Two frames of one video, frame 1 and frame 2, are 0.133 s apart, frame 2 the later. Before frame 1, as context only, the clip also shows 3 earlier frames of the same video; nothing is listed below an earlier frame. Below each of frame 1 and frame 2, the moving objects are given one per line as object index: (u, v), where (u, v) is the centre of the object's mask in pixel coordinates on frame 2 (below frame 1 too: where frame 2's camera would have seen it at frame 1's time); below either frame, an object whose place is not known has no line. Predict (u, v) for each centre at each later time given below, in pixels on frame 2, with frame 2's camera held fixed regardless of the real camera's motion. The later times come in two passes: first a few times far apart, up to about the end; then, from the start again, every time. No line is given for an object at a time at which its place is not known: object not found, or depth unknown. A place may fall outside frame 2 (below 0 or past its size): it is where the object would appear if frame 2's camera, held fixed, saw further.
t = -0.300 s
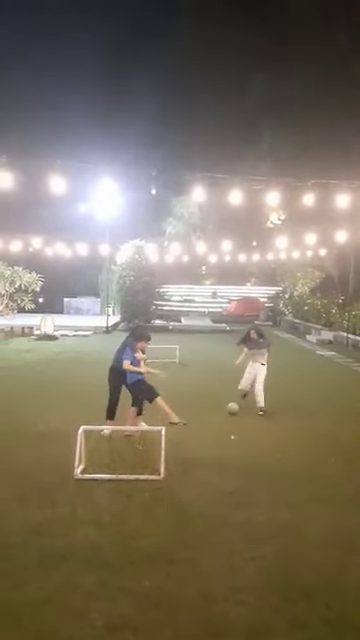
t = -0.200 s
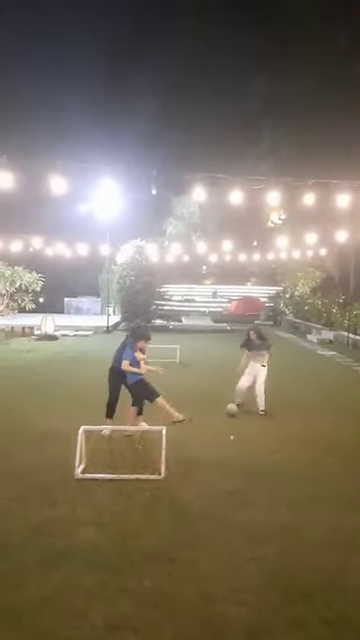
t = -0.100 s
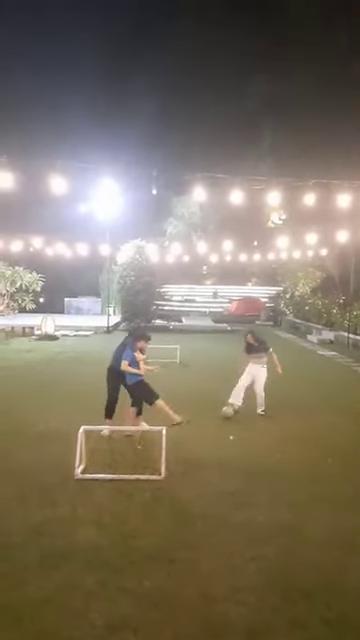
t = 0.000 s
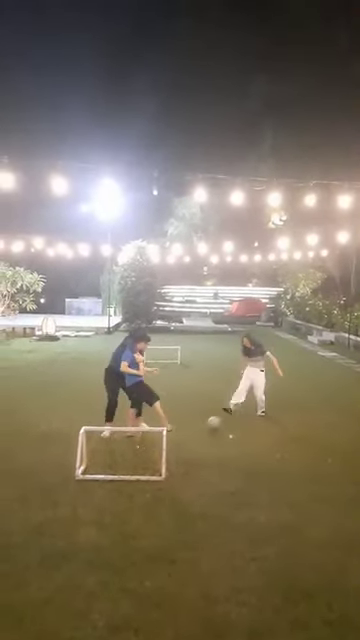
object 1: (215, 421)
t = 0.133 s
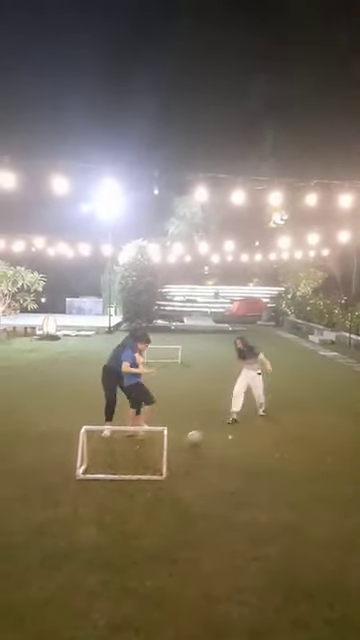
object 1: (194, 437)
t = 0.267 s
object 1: (175, 453)
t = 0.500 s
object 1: (238, 456)
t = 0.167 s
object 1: (189, 441)
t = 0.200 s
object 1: (183, 448)
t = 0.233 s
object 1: (177, 452)
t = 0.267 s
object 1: (175, 453)
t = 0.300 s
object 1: (184, 450)
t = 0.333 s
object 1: (192, 449)
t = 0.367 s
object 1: (201, 449)
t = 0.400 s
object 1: (210, 450)
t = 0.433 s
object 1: (219, 452)
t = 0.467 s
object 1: (228, 454)
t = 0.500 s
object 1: (238, 456)
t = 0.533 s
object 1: (247, 460)
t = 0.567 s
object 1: (256, 466)
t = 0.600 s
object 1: (263, 467)
